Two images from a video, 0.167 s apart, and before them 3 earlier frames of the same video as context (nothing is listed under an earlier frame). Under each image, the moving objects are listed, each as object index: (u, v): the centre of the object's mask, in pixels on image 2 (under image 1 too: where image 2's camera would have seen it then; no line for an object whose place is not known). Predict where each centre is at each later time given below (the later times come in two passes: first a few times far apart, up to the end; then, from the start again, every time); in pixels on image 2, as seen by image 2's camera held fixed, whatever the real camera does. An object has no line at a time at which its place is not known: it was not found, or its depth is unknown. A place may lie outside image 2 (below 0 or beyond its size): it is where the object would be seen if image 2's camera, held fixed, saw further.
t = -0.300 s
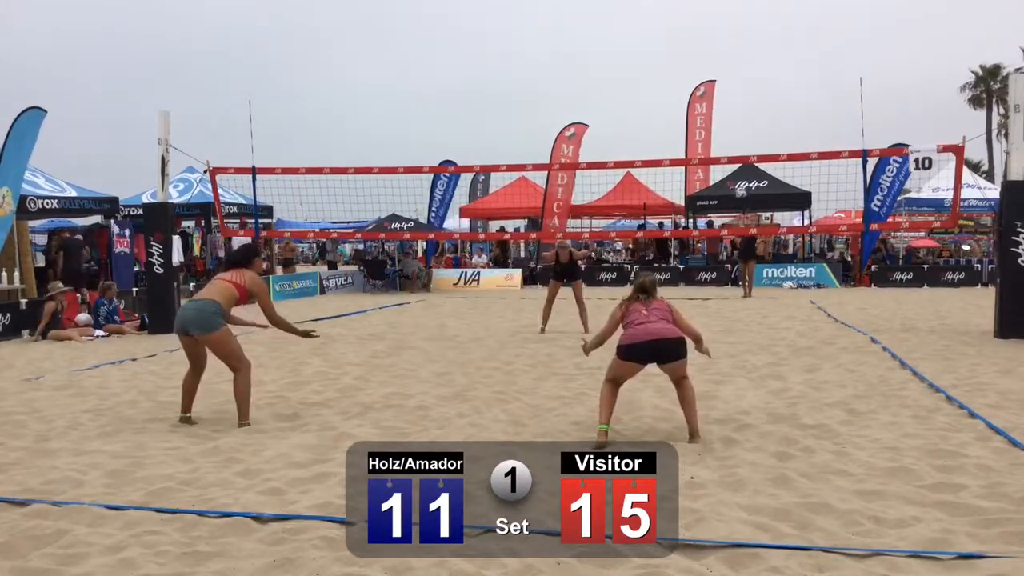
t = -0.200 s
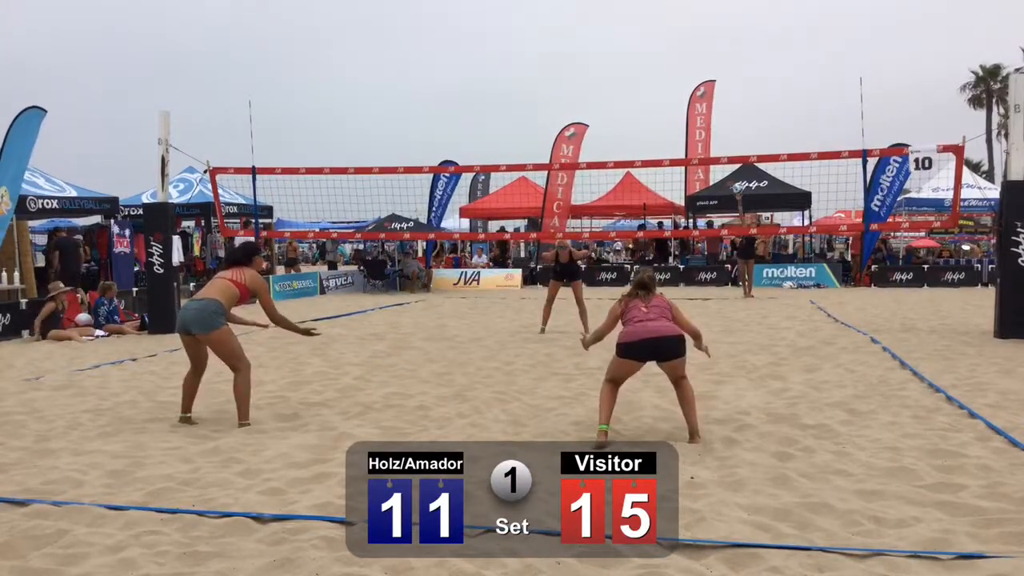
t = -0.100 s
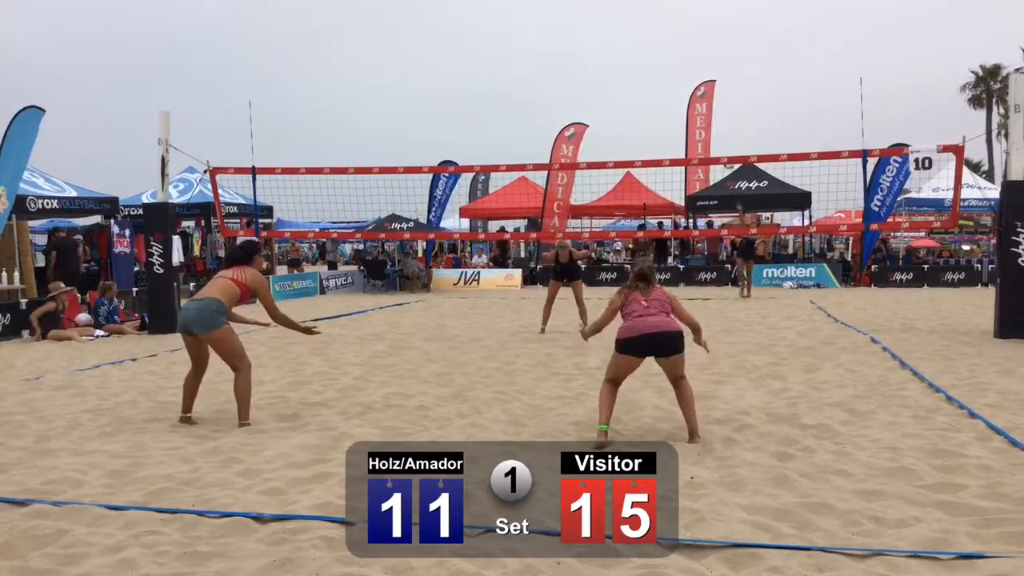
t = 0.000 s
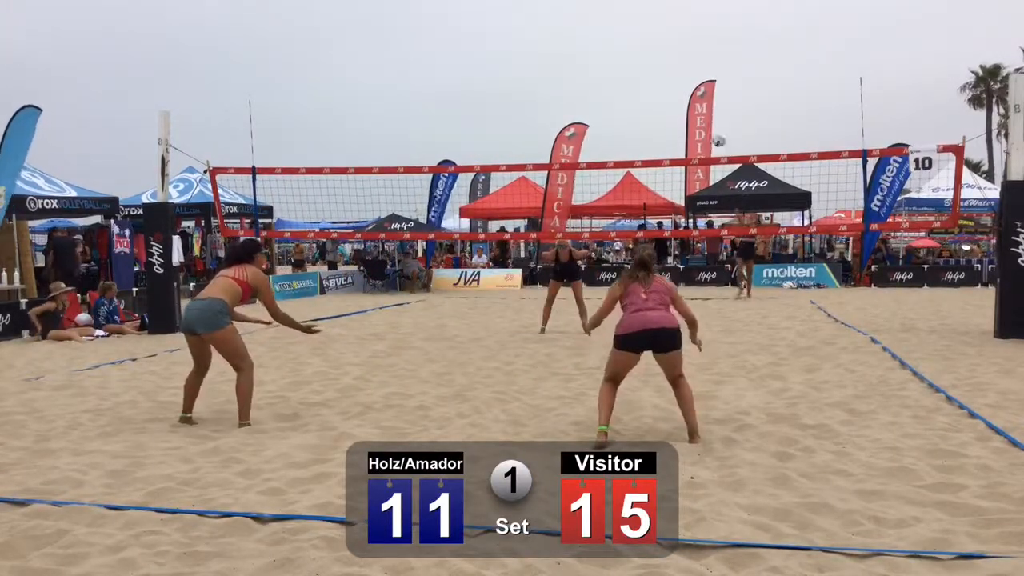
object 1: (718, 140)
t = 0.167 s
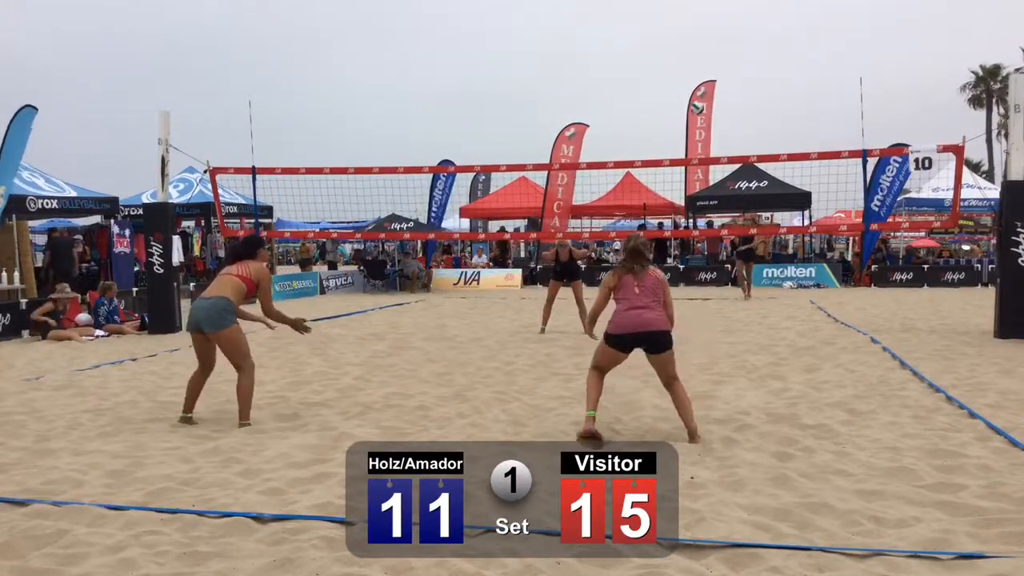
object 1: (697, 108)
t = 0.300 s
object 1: (674, 91)
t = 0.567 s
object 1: (608, 90)
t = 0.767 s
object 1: (526, 140)
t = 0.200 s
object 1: (692, 102)
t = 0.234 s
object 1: (685, 99)
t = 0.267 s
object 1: (680, 94)
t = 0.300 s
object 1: (674, 91)
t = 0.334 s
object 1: (668, 88)
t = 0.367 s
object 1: (661, 85)
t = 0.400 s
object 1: (654, 84)
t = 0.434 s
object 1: (646, 83)
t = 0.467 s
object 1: (637, 83)
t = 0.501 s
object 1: (628, 83)
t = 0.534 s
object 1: (618, 86)
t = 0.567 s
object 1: (608, 90)
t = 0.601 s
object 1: (597, 94)
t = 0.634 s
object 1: (585, 101)
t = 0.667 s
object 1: (572, 108)
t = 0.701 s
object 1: (558, 117)
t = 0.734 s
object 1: (543, 128)
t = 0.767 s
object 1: (526, 140)
